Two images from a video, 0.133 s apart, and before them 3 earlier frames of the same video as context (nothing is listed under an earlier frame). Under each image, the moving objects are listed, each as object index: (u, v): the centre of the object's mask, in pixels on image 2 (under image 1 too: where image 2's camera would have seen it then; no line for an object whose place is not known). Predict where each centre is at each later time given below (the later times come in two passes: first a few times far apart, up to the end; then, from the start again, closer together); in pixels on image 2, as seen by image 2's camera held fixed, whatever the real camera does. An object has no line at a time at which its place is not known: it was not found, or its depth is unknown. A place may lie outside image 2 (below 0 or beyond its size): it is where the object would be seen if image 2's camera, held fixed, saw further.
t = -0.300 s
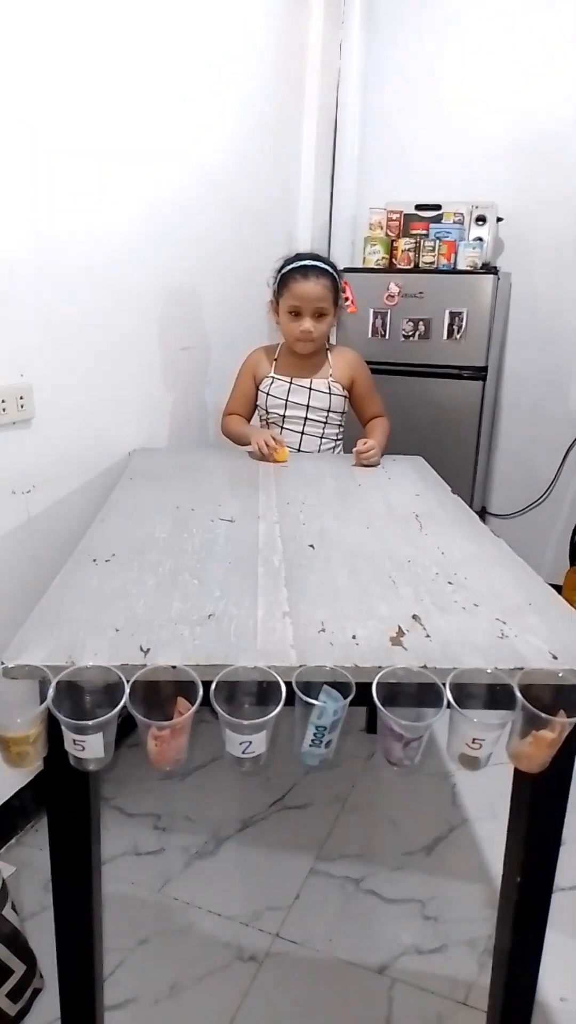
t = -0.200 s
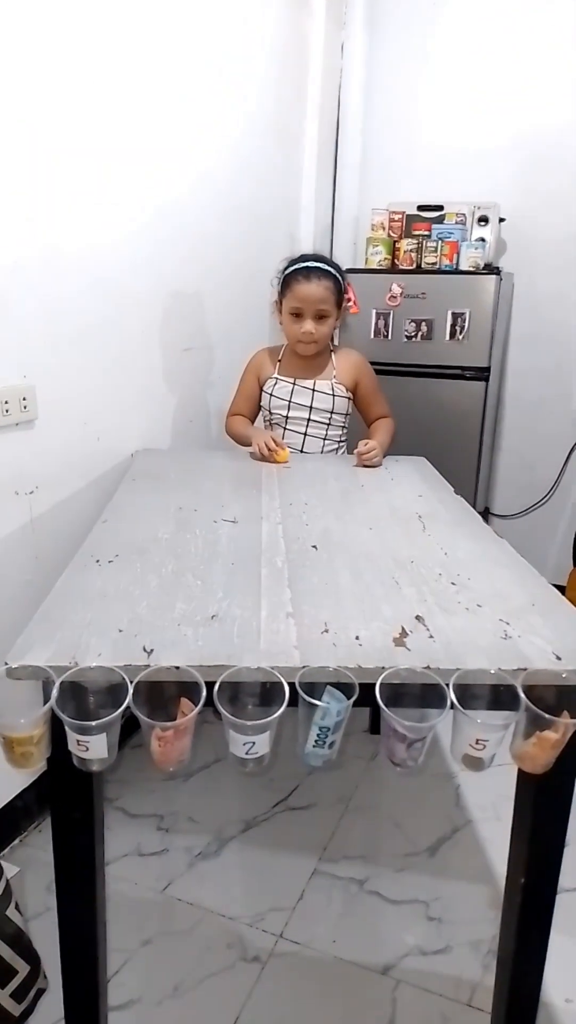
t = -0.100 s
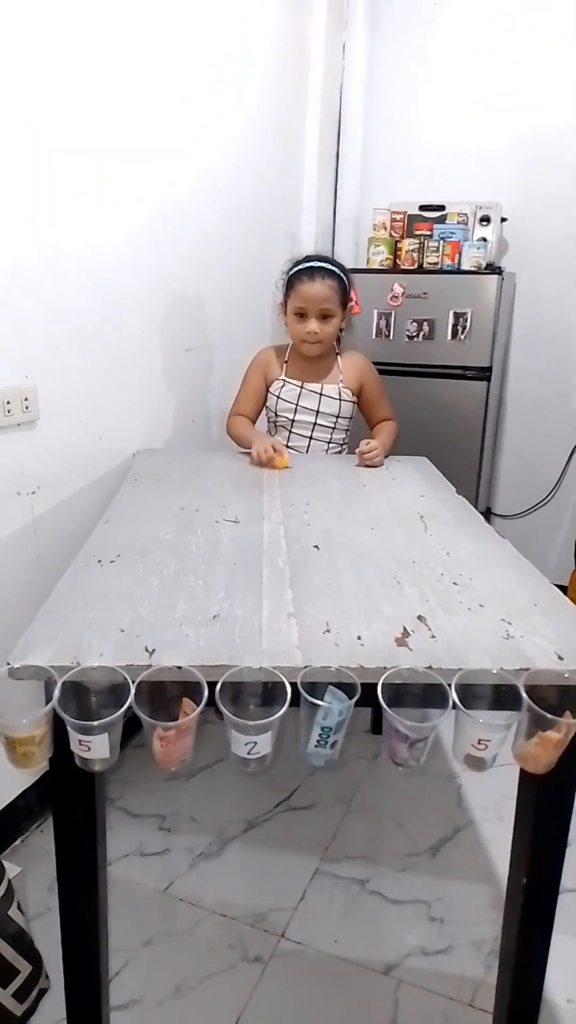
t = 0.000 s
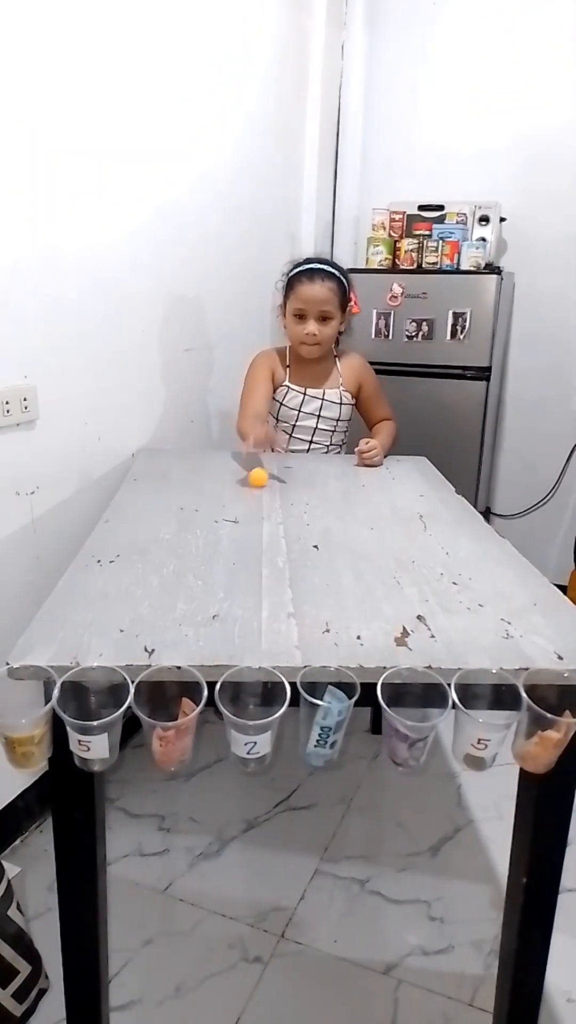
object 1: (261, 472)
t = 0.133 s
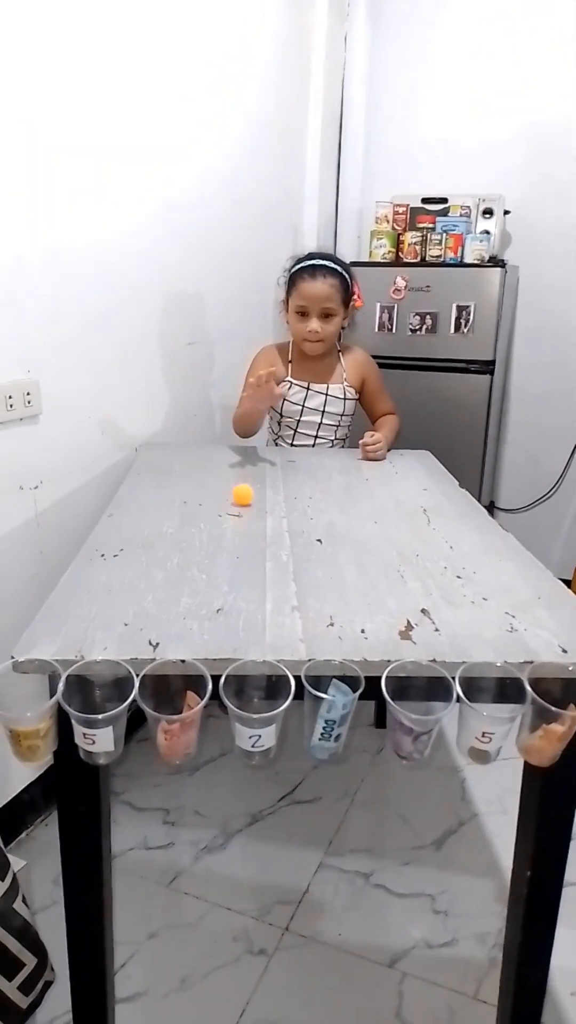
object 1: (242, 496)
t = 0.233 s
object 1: (229, 513)
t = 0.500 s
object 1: (209, 560)
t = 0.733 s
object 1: (239, 594)
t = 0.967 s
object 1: (297, 596)
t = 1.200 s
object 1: (342, 583)
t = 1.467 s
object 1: (350, 561)
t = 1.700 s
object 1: (332, 544)
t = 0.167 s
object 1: (240, 502)
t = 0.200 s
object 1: (236, 507)
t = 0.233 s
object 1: (229, 513)
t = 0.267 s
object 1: (224, 519)
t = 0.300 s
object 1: (222, 522)
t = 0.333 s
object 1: (217, 528)
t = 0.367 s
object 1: (214, 534)
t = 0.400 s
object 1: (212, 541)
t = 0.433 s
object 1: (210, 548)
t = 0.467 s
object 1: (209, 554)
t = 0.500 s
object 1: (209, 560)
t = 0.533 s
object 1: (211, 567)
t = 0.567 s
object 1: (212, 575)
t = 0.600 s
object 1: (214, 581)
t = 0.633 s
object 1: (216, 584)
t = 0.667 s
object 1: (222, 591)
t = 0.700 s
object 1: (229, 593)
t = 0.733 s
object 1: (239, 594)
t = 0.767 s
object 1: (249, 595)
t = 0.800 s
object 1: (258, 596)
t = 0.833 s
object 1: (267, 597)
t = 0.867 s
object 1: (276, 597)
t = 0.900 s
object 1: (285, 597)
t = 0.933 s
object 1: (293, 596)
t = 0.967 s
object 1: (297, 596)
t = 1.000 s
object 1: (305, 595)
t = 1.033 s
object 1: (312, 594)
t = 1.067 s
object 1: (320, 593)
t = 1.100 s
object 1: (327, 590)
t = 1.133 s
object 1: (333, 588)
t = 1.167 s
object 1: (338, 585)
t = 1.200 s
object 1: (342, 583)
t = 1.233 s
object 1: (345, 580)
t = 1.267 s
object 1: (348, 578)
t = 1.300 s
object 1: (349, 576)
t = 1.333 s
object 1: (350, 573)
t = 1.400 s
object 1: (351, 567)
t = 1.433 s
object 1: (350, 564)
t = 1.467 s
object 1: (350, 561)
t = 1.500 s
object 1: (349, 559)
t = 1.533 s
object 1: (347, 556)
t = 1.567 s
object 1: (345, 554)
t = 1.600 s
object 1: (342, 551)
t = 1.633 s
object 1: (339, 550)
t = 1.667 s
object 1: (337, 547)
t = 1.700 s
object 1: (332, 544)
